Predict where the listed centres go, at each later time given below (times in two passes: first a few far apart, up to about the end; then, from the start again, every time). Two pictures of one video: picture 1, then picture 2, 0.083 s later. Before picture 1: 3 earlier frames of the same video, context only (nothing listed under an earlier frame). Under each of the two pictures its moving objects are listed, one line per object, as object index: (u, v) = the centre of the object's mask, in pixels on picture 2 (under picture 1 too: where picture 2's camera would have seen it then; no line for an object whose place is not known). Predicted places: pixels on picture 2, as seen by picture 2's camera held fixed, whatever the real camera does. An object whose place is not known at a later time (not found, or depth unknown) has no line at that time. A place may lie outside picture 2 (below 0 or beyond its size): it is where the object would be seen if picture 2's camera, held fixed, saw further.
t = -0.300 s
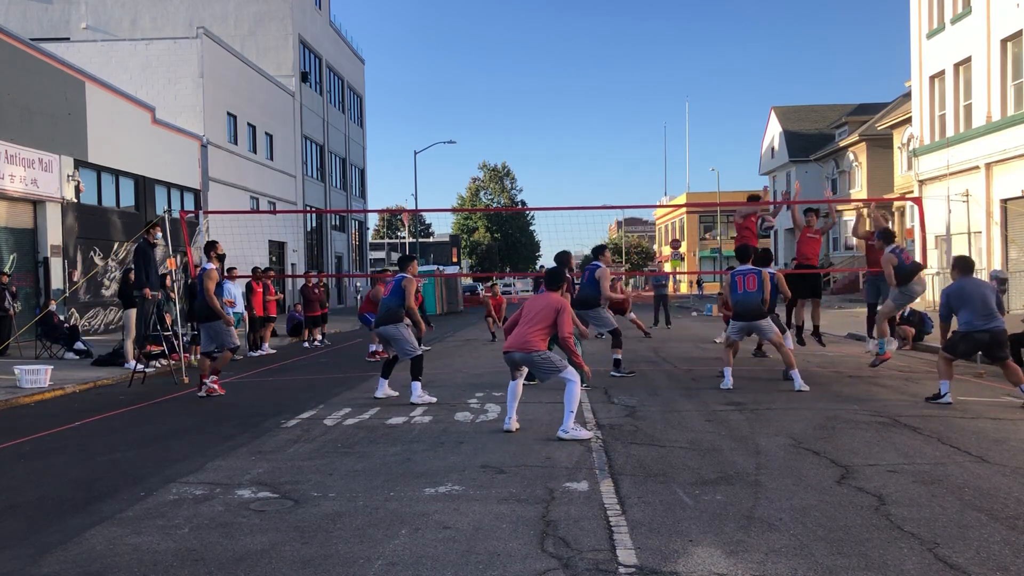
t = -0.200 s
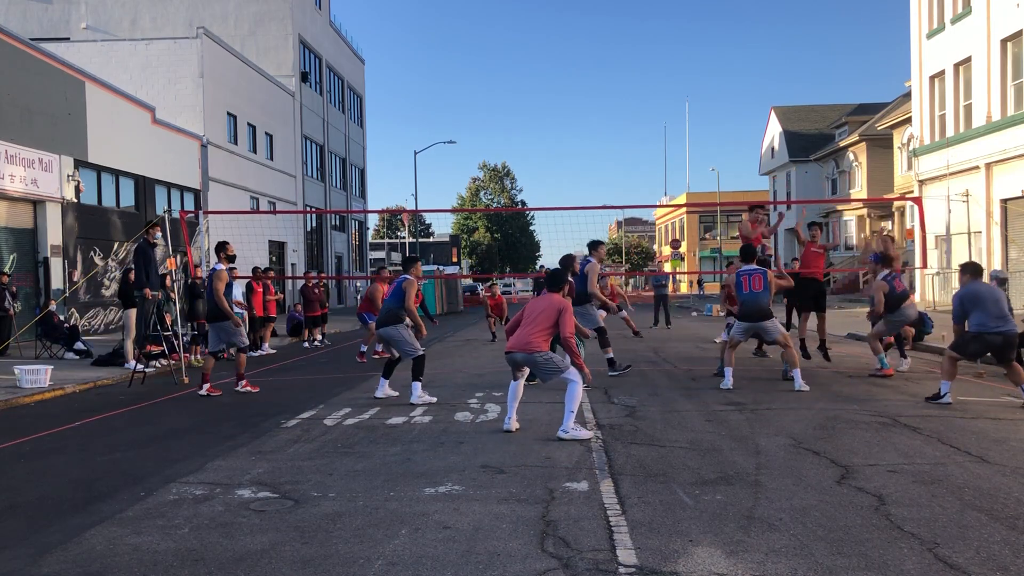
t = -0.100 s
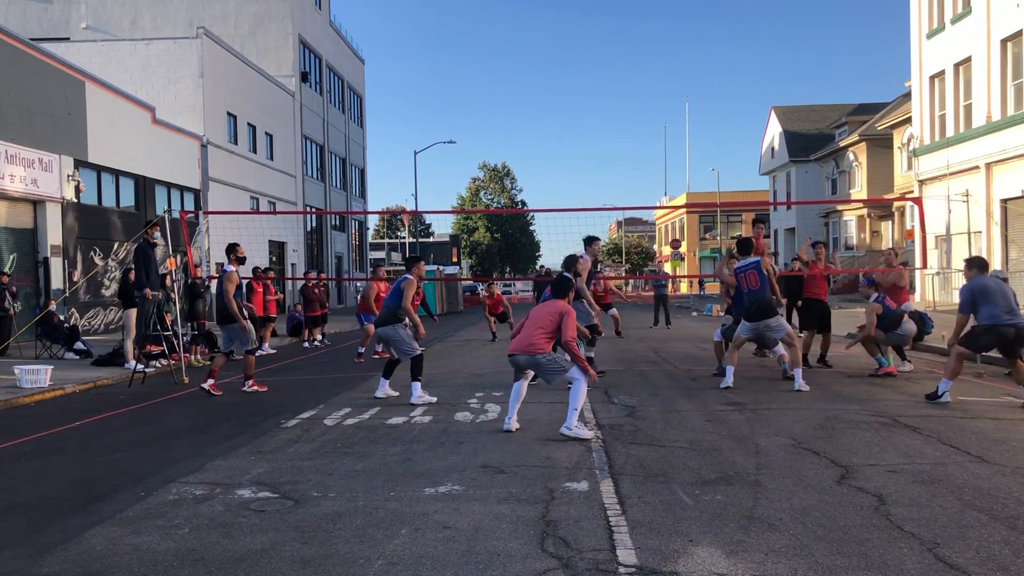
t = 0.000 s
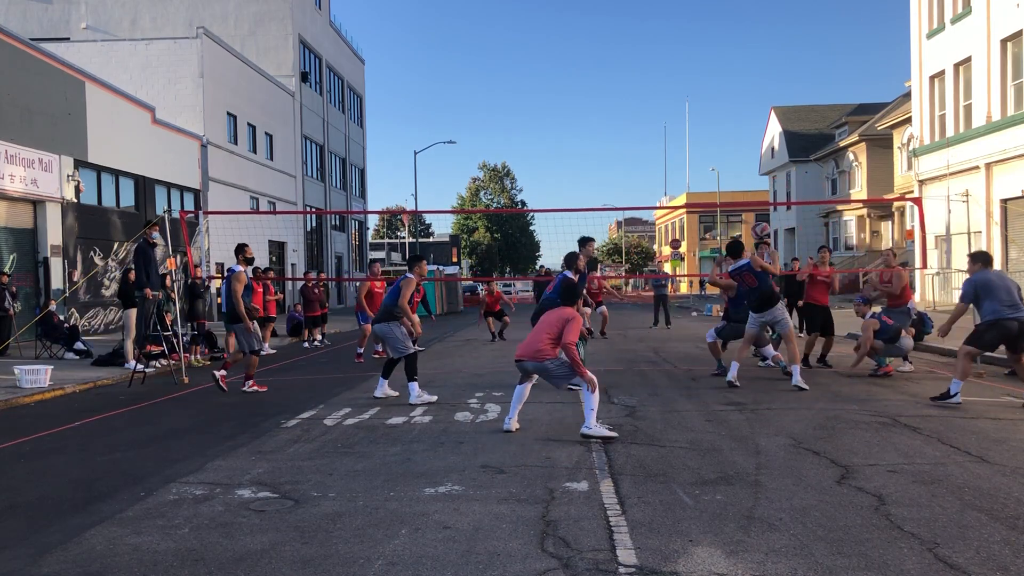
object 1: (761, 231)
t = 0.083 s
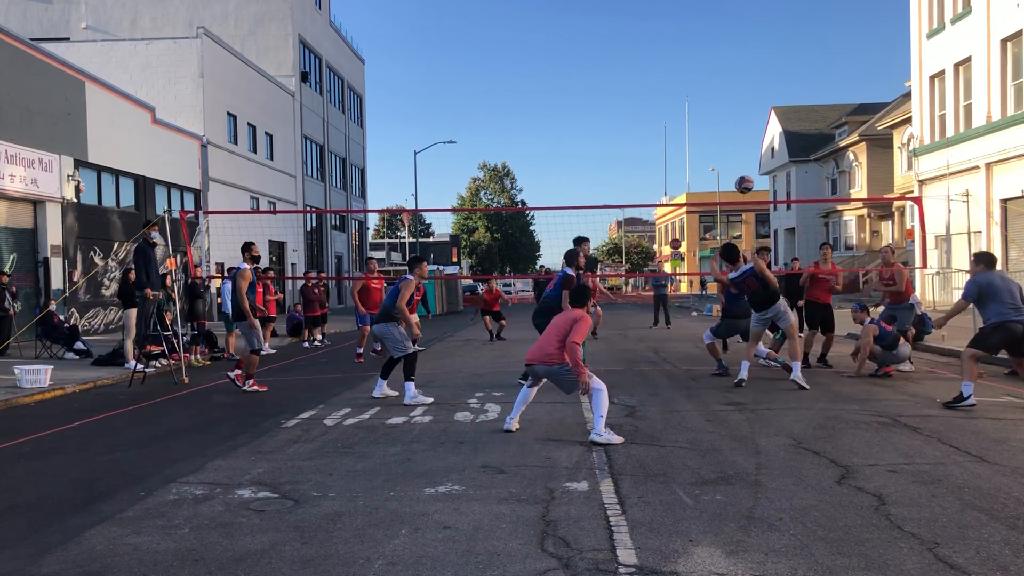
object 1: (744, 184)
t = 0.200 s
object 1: (722, 130)
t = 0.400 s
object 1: (687, 67)
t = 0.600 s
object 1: (654, 39)
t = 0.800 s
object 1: (622, 45)
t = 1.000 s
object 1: (592, 84)
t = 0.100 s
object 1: (741, 176)
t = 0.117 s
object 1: (738, 168)
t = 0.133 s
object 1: (735, 160)
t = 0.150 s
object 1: (731, 152)
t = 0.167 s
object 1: (729, 145)
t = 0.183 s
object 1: (725, 137)
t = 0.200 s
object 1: (722, 130)
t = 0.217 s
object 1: (719, 124)
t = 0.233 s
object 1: (716, 117)
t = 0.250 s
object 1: (713, 111)
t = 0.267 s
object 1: (711, 105)
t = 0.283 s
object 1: (708, 99)
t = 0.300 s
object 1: (705, 94)
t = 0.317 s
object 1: (702, 89)
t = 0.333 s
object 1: (699, 84)
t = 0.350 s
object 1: (696, 79)
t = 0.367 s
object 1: (693, 75)
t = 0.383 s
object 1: (690, 71)
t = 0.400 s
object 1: (687, 67)
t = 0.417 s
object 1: (684, 63)
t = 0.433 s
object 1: (681, 60)
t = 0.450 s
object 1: (679, 57)
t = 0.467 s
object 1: (676, 53)
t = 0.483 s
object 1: (673, 51)
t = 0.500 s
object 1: (670, 49)
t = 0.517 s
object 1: (668, 47)
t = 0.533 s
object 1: (665, 45)
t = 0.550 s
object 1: (662, 43)
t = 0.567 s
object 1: (660, 41)
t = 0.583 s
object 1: (657, 40)
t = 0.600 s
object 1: (654, 39)
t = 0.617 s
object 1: (651, 38)
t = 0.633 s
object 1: (648, 38)
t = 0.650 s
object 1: (646, 37)
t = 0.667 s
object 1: (643, 38)
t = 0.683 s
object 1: (640, 38)
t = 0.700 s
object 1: (638, 38)
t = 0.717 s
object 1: (635, 39)
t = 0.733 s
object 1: (633, 40)
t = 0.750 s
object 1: (630, 41)
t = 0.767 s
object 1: (627, 42)
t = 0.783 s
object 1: (625, 44)
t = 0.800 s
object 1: (622, 45)
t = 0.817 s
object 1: (620, 48)
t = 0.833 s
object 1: (617, 50)
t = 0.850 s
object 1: (615, 52)
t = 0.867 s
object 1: (612, 55)
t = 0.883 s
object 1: (610, 58)
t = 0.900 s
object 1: (607, 61)
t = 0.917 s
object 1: (605, 64)
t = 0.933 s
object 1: (602, 68)
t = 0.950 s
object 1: (600, 72)
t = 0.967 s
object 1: (597, 76)
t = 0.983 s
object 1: (595, 80)
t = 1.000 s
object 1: (592, 84)
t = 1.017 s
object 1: (591, 89)
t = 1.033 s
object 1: (588, 94)
